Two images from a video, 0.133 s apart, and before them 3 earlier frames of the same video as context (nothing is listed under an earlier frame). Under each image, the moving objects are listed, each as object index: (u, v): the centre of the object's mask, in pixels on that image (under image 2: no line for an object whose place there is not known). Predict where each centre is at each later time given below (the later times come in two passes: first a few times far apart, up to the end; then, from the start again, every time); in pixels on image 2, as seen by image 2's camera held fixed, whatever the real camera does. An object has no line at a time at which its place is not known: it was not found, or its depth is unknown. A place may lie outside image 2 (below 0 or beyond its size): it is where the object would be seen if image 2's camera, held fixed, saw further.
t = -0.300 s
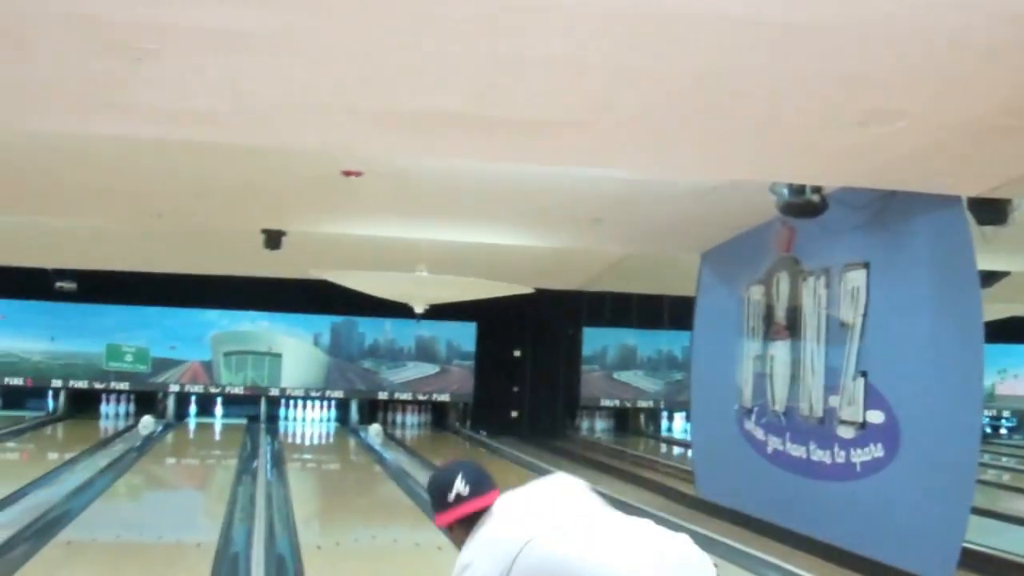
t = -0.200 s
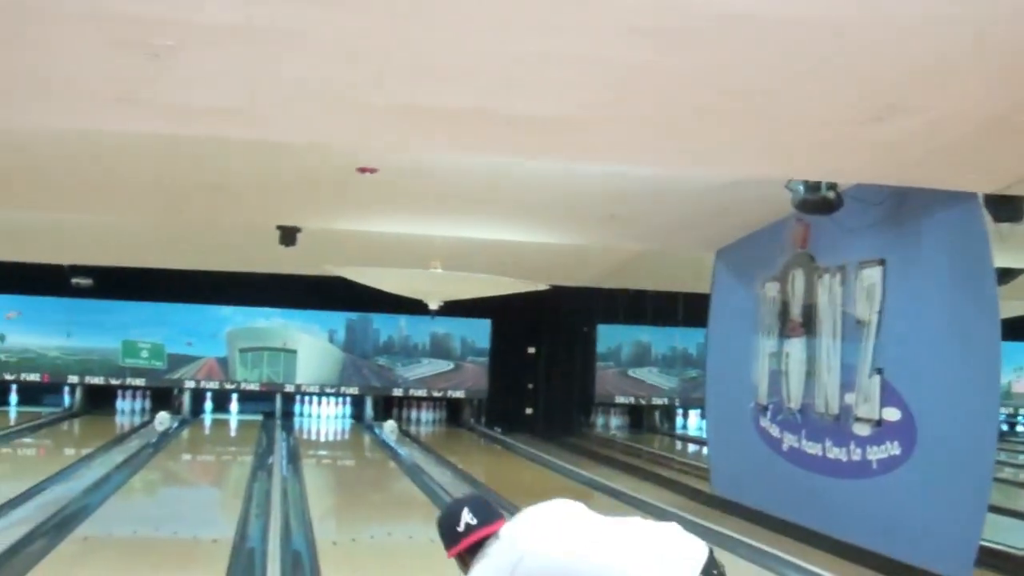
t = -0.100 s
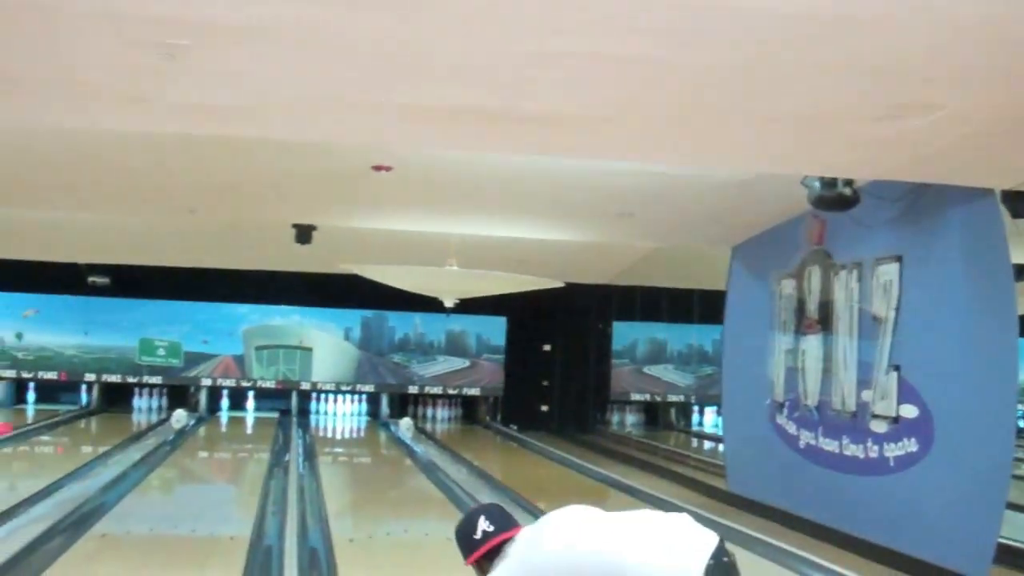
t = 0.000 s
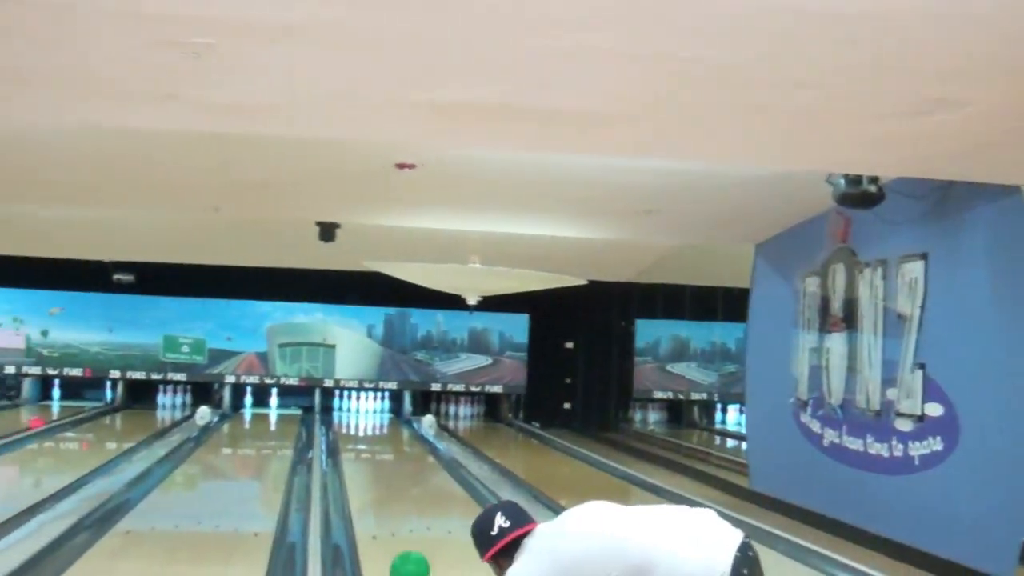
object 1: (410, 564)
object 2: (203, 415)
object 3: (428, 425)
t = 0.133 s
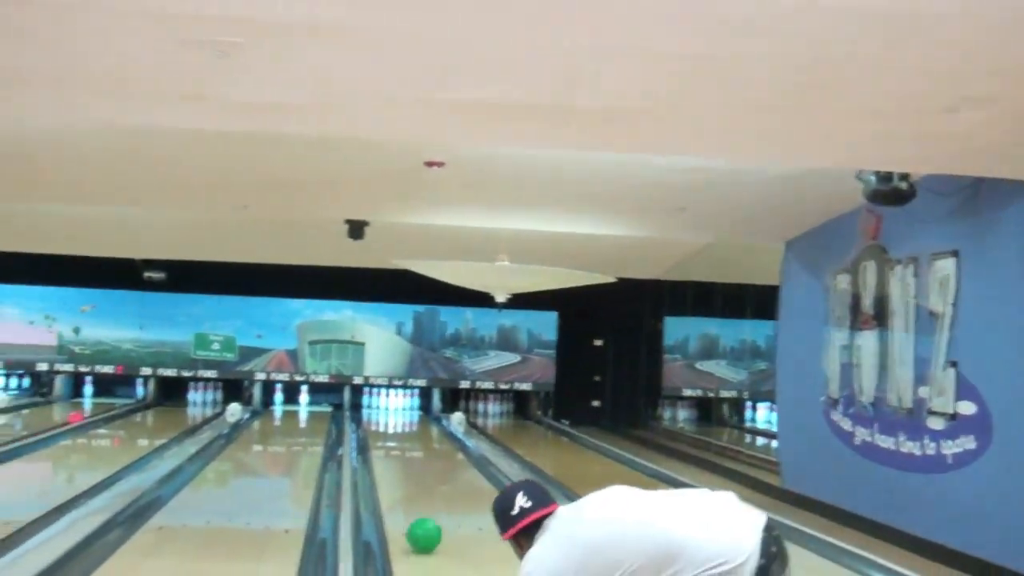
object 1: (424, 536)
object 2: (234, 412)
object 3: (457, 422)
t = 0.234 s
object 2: (239, 409)
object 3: (462, 419)
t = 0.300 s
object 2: (244, 413)
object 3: (467, 423)
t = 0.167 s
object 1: (420, 529)
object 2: (237, 411)
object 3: (460, 421)
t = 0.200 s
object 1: (417, 524)
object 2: (237, 409)
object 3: (460, 418)
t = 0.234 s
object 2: (239, 409)
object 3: (462, 419)
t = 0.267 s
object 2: (241, 409)
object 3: (463, 419)
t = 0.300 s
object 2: (244, 413)
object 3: (467, 423)
